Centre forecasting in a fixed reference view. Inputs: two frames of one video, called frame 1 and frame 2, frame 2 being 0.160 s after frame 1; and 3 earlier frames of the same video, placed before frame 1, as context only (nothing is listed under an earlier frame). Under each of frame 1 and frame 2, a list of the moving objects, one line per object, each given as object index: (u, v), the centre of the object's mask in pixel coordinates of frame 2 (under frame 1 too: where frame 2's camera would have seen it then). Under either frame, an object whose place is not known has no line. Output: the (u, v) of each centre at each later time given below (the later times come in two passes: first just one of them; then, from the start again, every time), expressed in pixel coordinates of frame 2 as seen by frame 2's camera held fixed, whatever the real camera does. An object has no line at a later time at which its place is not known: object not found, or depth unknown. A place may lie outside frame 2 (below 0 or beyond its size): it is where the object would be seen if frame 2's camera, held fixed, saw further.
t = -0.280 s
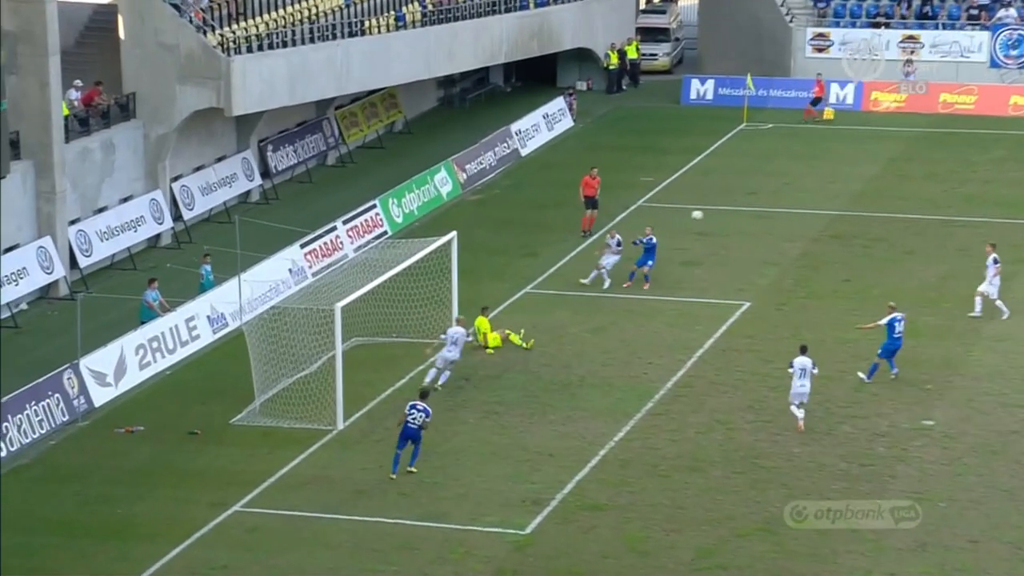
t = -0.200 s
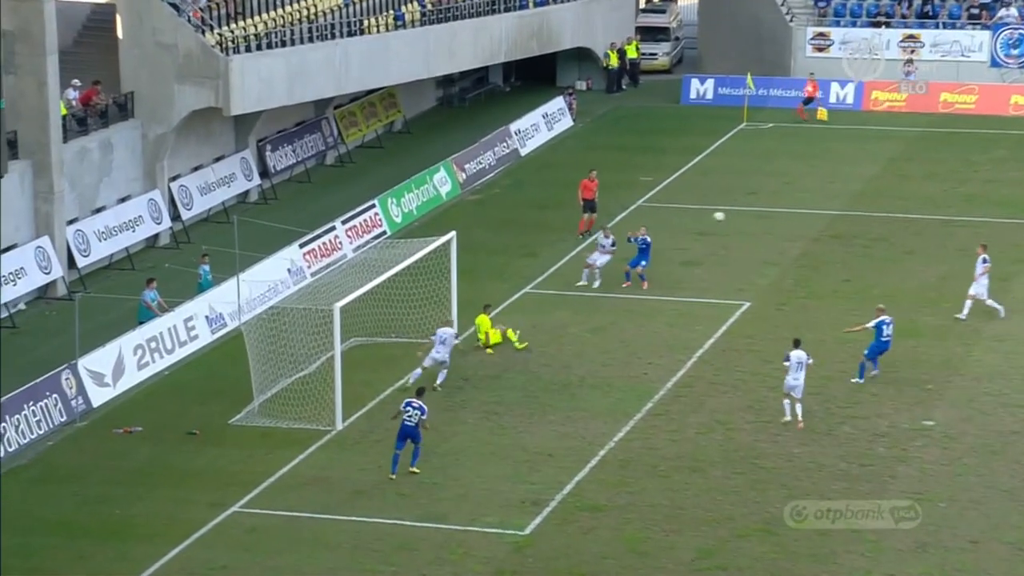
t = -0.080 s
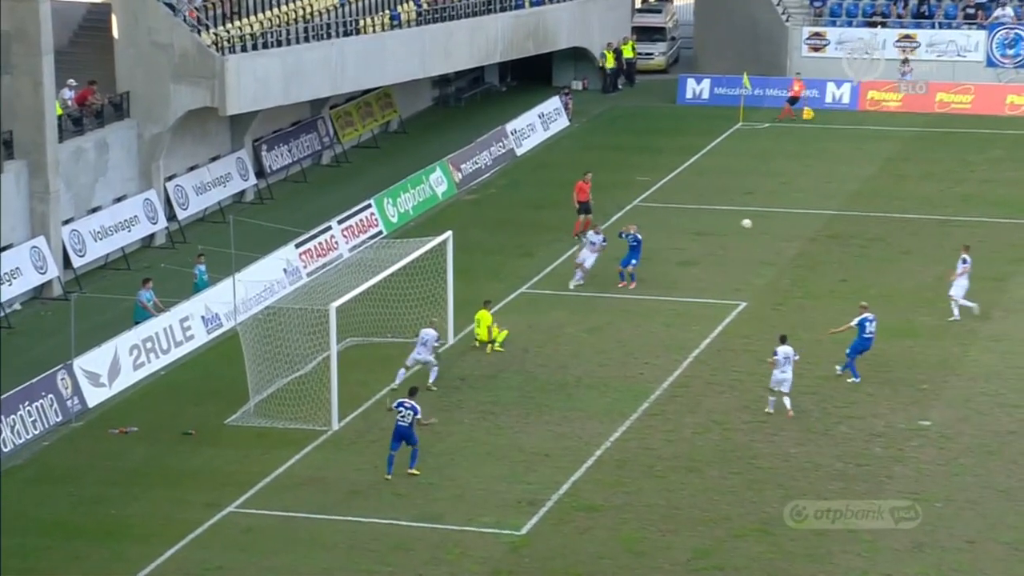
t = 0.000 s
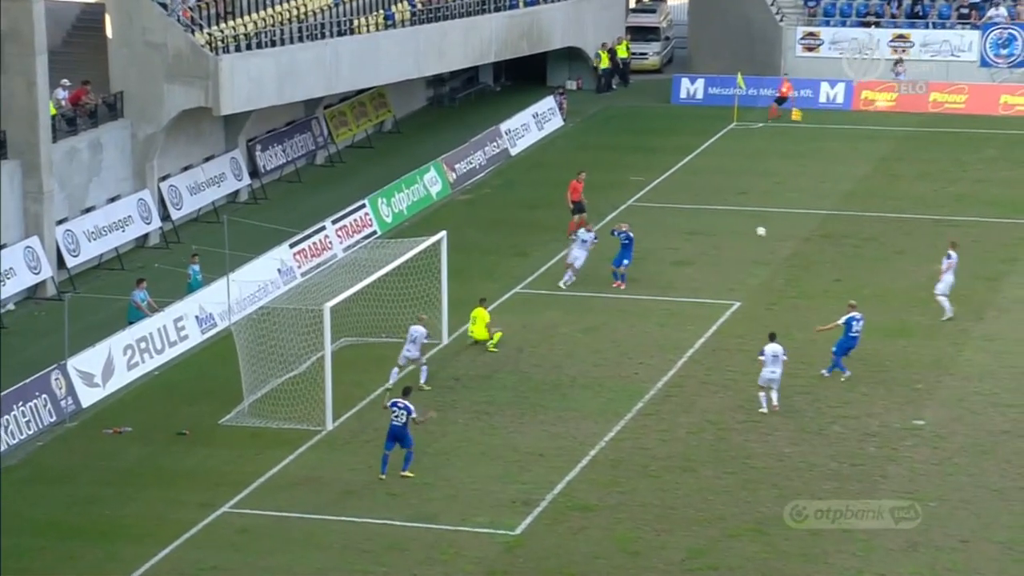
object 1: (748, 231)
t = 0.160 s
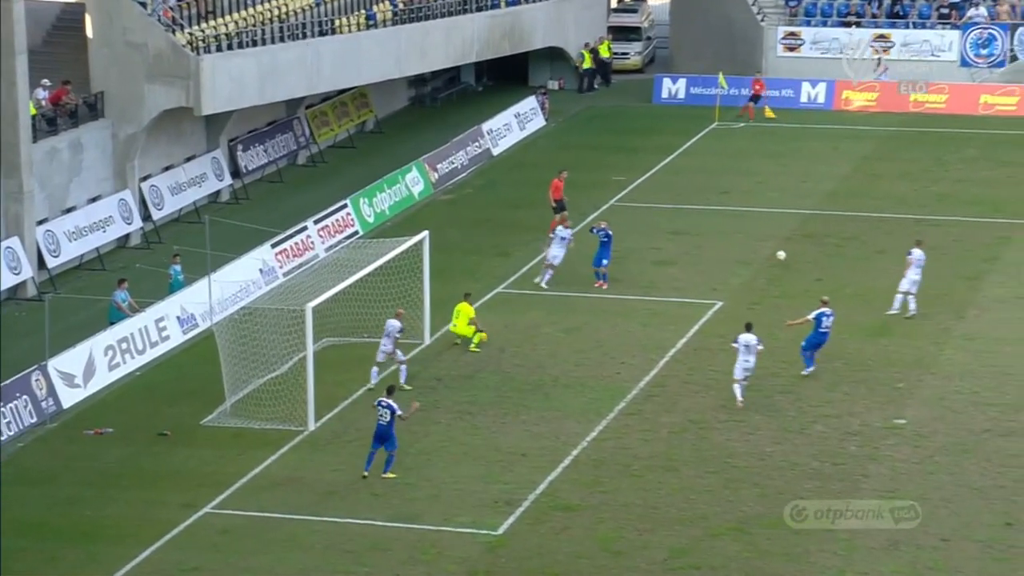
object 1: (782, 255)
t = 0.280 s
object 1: (811, 255)
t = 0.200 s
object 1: (793, 262)
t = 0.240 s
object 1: (801, 264)
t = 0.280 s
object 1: (811, 255)
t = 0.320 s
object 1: (821, 247)
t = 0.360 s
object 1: (830, 239)
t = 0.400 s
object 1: (839, 232)
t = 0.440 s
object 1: (848, 226)
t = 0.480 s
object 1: (858, 221)
